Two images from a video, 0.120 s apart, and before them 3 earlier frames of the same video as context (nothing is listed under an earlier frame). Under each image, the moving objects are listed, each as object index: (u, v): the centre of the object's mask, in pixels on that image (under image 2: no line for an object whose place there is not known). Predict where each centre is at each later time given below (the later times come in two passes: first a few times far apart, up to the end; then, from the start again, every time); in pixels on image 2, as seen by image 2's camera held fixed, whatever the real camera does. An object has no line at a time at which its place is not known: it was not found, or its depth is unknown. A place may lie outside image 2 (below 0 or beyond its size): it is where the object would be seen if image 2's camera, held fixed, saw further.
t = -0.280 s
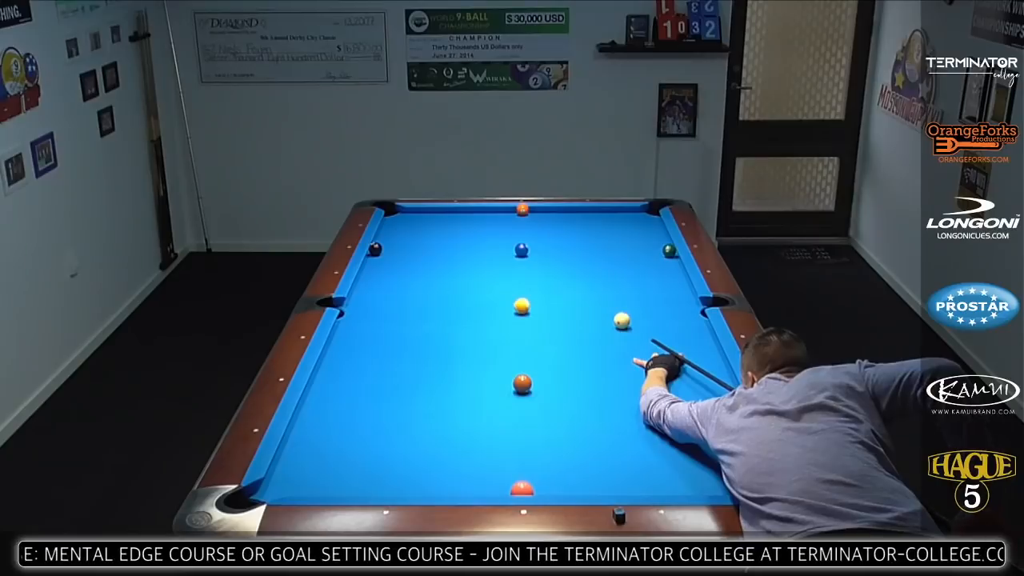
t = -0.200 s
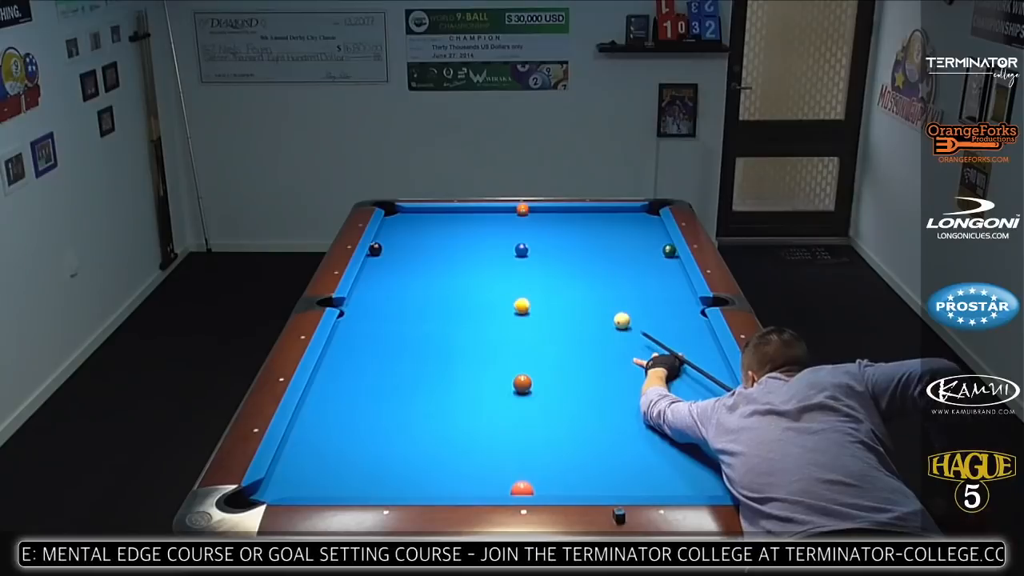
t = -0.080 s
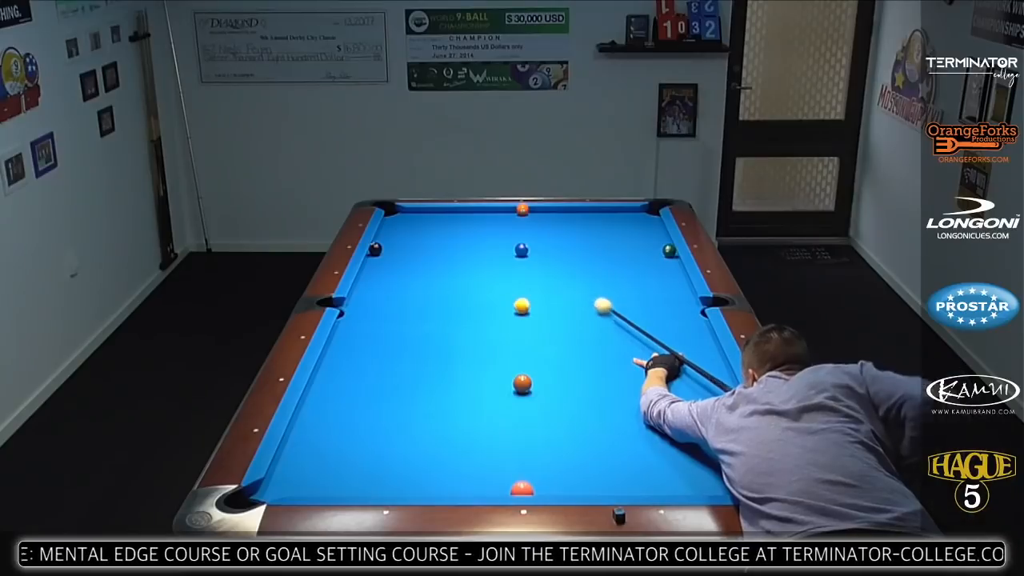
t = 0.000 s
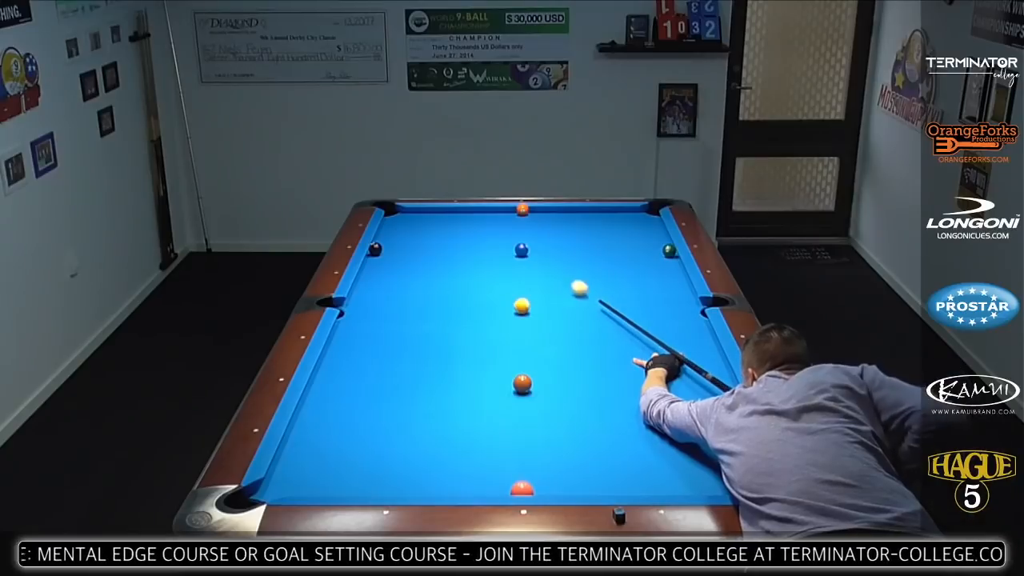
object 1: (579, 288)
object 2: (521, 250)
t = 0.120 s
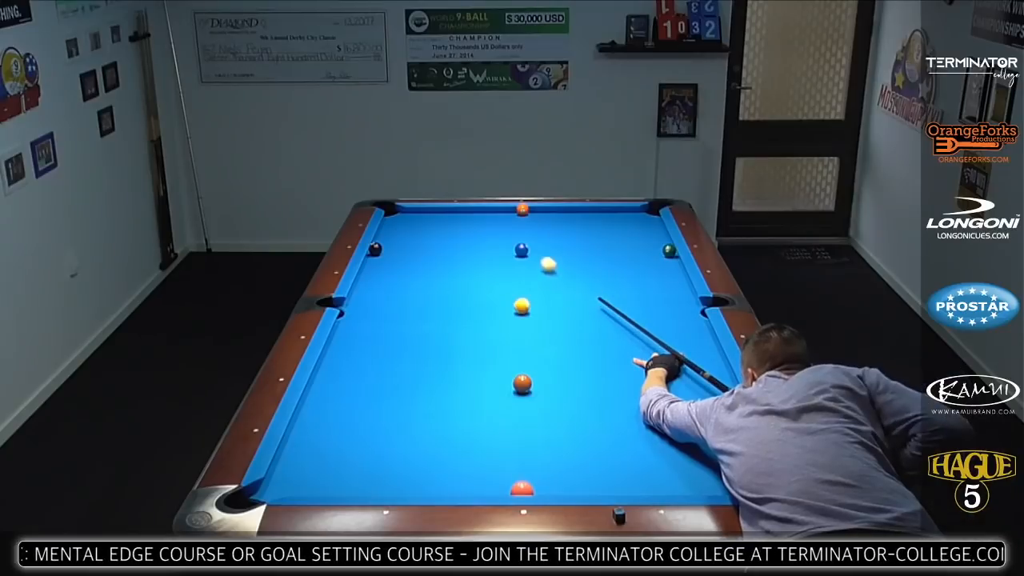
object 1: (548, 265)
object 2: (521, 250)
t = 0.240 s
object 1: (538, 250)
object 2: (505, 245)
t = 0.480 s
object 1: (558, 235)
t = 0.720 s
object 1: (568, 220)
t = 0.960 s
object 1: (576, 212)
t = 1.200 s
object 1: (582, 219)
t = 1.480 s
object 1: (588, 228)
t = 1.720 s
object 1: (593, 235)
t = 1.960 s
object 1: (598, 242)
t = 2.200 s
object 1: (604, 250)
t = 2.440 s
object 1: (609, 257)
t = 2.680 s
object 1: (614, 264)
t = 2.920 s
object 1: (619, 271)
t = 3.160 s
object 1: (624, 278)
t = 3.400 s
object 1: (629, 285)
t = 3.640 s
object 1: (634, 292)
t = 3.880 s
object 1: (639, 298)
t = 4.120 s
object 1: (644, 305)
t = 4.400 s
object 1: (649, 312)
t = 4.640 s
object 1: (653, 318)
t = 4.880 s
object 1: (657, 323)
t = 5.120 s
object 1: (660, 328)
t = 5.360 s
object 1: (663, 333)
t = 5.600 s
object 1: (666, 337)
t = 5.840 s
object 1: (669, 341)
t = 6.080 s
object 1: (672, 345)
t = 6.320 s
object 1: (674, 348)
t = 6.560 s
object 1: (676, 351)
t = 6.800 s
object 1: (678, 352)
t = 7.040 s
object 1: (679, 354)
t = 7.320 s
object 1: (680, 355)
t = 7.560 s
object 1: (680, 356)
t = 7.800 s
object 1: (680, 356)
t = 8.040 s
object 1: (680, 356)
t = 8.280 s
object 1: (680, 356)
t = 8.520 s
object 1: (680, 356)
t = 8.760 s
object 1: (680, 356)
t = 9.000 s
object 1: (680, 356)
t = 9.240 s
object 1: (680, 356)
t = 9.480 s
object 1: (680, 356)
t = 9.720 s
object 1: (680, 356)
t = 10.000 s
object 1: (680, 356)
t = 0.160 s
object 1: (539, 258)
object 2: (521, 250)
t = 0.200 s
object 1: (532, 252)
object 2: (518, 249)
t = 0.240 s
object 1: (538, 250)
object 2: (505, 245)
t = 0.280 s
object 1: (543, 248)
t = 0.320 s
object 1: (547, 246)
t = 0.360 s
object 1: (551, 243)
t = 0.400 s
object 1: (554, 241)
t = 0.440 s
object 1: (556, 238)
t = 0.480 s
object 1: (558, 235)
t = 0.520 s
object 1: (560, 233)
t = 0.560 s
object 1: (561, 230)
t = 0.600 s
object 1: (563, 227)
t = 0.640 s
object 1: (565, 225)
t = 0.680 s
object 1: (566, 222)
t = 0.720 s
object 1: (568, 220)
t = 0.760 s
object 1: (570, 217)
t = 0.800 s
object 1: (571, 215)
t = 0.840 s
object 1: (573, 213)
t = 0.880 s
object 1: (574, 210)
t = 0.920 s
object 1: (575, 210)
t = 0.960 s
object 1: (576, 212)
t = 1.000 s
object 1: (577, 213)
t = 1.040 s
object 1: (578, 214)
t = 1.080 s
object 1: (579, 216)
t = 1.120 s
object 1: (580, 217)
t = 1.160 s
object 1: (581, 218)
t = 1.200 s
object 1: (582, 219)
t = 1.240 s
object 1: (583, 220)
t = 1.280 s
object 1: (583, 222)
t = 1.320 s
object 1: (584, 223)
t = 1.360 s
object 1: (585, 224)
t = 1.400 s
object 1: (586, 225)
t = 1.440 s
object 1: (587, 227)
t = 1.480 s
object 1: (588, 228)
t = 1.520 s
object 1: (589, 229)
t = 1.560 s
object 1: (590, 230)
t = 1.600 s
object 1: (591, 231)
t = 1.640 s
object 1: (591, 233)
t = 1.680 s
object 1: (592, 234)
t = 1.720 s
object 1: (593, 235)
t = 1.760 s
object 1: (594, 236)
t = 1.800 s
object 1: (595, 238)
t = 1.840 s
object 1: (596, 239)
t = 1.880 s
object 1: (597, 240)
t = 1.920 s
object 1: (598, 241)
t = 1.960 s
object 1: (598, 242)
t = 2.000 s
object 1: (599, 243)
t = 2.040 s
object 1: (600, 245)
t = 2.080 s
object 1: (601, 246)
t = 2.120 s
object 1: (602, 247)
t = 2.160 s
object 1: (603, 248)
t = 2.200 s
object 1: (604, 250)
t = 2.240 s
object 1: (604, 251)
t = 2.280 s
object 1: (605, 252)
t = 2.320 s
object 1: (606, 253)
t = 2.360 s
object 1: (607, 254)
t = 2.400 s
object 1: (608, 256)
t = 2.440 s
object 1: (609, 257)
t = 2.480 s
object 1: (610, 258)
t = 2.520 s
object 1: (611, 259)
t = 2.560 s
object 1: (611, 260)
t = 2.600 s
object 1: (612, 262)
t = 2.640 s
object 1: (613, 263)
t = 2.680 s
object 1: (614, 264)
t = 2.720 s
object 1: (615, 265)
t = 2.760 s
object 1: (616, 266)
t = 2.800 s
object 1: (617, 268)
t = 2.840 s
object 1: (617, 269)
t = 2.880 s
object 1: (618, 270)
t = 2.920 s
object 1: (619, 271)
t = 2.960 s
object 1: (620, 272)
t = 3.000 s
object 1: (621, 274)
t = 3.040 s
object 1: (622, 275)
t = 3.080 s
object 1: (622, 276)
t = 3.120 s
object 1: (623, 277)
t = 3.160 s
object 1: (624, 278)
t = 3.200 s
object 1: (625, 279)
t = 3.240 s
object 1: (626, 281)
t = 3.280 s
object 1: (626, 282)
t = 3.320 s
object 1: (627, 283)
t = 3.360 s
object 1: (628, 284)
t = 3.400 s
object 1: (629, 285)
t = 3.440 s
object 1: (630, 286)
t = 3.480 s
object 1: (631, 287)
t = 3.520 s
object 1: (632, 289)
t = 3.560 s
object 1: (632, 290)
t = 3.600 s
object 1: (633, 291)
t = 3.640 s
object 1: (634, 292)
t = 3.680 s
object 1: (635, 293)
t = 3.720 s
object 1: (635, 294)
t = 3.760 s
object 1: (636, 295)
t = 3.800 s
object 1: (637, 296)
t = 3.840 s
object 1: (638, 297)
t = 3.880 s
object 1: (639, 298)
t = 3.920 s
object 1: (640, 299)
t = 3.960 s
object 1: (640, 301)
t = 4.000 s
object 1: (641, 302)
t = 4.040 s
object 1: (642, 303)
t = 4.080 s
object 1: (643, 304)
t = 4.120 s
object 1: (644, 305)
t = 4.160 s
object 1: (644, 306)
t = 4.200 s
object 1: (646, 307)
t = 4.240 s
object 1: (646, 308)
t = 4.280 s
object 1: (647, 309)
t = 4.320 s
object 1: (647, 310)
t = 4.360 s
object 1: (648, 311)
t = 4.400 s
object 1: (649, 312)
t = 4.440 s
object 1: (650, 313)
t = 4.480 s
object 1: (650, 314)
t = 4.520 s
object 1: (651, 315)
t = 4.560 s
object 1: (652, 316)
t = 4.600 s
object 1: (652, 317)
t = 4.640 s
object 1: (653, 318)
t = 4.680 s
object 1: (654, 319)
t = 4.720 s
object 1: (654, 319)
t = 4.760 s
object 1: (655, 320)
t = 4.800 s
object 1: (656, 321)
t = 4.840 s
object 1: (656, 322)
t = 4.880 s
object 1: (657, 323)
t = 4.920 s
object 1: (657, 324)
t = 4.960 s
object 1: (658, 325)
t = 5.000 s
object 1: (658, 326)
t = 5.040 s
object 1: (659, 327)
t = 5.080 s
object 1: (659, 327)
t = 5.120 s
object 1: (660, 328)
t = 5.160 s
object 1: (661, 329)
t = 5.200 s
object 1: (661, 330)
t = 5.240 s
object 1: (662, 331)
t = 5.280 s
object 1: (662, 332)
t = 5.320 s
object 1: (663, 332)
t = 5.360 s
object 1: (663, 333)
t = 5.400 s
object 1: (664, 334)
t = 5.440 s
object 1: (664, 335)
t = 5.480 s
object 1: (664, 335)
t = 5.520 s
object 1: (665, 336)
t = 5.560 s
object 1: (666, 337)
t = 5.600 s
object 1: (666, 337)
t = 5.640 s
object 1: (666, 338)
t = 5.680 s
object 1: (667, 339)
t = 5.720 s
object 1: (668, 339)
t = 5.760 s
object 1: (668, 340)
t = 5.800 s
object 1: (668, 341)
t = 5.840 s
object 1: (669, 341)
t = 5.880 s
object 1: (669, 342)
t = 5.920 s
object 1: (670, 342)
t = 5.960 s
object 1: (670, 343)
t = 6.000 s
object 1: (671, 344)
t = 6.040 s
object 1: (671, 344)
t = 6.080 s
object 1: (672, 345)
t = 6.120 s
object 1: (672, 345)
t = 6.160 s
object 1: (673, 346)
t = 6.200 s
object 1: (673, 346)
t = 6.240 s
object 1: (673, 347)
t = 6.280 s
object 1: (674, 347)
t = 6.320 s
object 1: (674, 348)
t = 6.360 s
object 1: (675, 348)
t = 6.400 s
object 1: (675, 349)
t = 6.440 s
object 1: (675, 349)
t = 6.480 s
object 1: (676, 350)
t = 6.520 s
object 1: (676, 350)
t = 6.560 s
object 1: (676, 351)
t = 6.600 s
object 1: (676, 351)
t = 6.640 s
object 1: (677, 351)
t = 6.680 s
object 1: (677, 352)
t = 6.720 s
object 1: (677, 352)
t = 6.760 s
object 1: (677, 352)
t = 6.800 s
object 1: (678, 352)
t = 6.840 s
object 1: (678, 353)
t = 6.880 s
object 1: (678, 353)
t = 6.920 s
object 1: (679, 353)
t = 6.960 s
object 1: (679, 354)
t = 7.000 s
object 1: (679, 354)
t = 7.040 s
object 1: (679, 354)
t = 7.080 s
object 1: (679, 354)
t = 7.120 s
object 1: (679, 355)
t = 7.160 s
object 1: (679, 355)
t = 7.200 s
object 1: (680, 355)
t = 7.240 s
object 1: (680, 355)
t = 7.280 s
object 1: (680, 355)
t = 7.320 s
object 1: (680, 355)
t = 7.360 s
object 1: (680, 355)
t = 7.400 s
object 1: (680, 356)
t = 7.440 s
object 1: (680, 356)
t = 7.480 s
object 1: (680, 356)
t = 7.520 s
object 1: (680, 356)
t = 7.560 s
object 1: (680, 356)
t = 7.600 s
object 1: (680, 356)
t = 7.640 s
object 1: (680, 356)
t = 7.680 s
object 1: (680, 356)
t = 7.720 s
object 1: (680, 356)
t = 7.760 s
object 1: (680, 356)
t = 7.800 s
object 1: (680, 356)
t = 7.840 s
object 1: (680, 356)
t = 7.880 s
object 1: (680, 356)
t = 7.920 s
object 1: (680, 356)
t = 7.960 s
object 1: (680, 356)
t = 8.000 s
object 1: (680, 356)
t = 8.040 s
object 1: (680, 356)
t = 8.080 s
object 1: (680, 356)
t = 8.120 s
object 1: (680, 356)
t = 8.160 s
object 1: (680, 356)
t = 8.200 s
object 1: (680, 356)
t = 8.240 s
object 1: (680, 356)
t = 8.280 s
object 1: (680, 356)
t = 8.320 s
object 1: (680, 356)
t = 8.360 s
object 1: (680, 356)
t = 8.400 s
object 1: (680, 356)
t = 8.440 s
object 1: (680, 356)
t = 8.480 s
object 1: (680, 356)
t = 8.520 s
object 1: (680, 356)
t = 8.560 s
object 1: (680, 356)
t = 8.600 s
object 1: (680, 356)
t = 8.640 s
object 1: (680, 356)
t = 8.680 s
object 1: (680, 356)
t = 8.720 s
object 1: (680, 356)
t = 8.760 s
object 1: (680, 356)
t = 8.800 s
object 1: (680, 356)
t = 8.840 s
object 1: (680, 356)
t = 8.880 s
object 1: (680, 356)
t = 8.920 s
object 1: (680, 356)
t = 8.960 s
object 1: (680, 356)
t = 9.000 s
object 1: (680, 356)
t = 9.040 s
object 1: (680, 356)
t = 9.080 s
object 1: (680, 356)
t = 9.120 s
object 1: (681, 356)
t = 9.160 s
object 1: (680, 356)
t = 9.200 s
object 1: (680, 356)
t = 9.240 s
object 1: (680, 356)
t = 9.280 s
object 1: (680, 356)
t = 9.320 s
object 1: (680, 356)
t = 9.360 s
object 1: (680, 356)
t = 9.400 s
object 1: (680, 356)
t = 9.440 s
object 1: (680, 356)
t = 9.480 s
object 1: (680, 356)
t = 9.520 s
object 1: (680, 356)
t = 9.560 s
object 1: (680, 356)
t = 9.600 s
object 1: (680, 356)
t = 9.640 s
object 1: (680, 356)
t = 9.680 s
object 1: (680, 356)
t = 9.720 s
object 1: (680, 356)
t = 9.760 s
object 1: (680, 356)
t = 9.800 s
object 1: (680, 356)
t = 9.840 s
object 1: (680, 356)
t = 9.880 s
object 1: (680, 356)
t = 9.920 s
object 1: (680, 356)
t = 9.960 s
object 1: (680, 356)
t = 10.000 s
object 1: (680, 356)
